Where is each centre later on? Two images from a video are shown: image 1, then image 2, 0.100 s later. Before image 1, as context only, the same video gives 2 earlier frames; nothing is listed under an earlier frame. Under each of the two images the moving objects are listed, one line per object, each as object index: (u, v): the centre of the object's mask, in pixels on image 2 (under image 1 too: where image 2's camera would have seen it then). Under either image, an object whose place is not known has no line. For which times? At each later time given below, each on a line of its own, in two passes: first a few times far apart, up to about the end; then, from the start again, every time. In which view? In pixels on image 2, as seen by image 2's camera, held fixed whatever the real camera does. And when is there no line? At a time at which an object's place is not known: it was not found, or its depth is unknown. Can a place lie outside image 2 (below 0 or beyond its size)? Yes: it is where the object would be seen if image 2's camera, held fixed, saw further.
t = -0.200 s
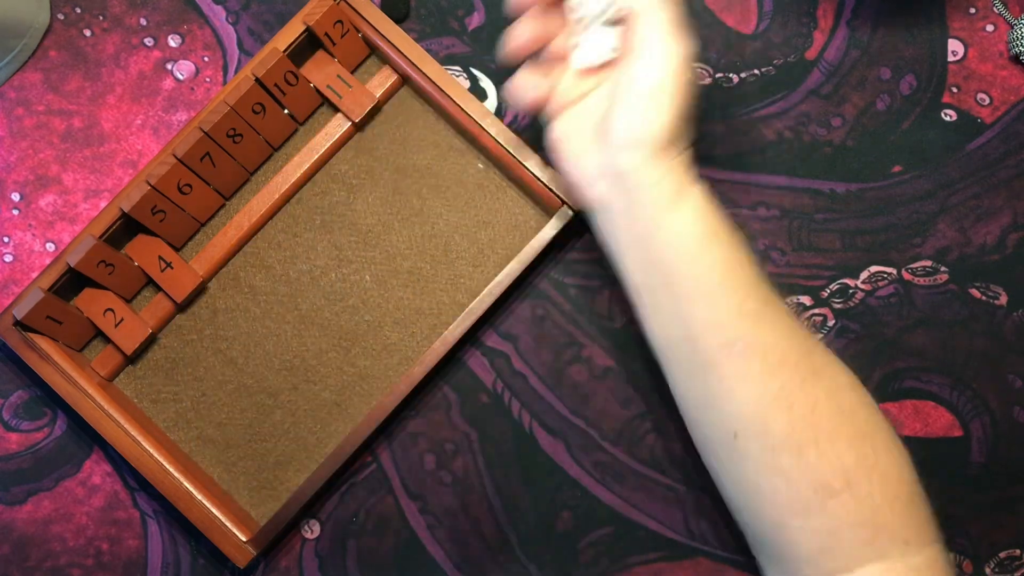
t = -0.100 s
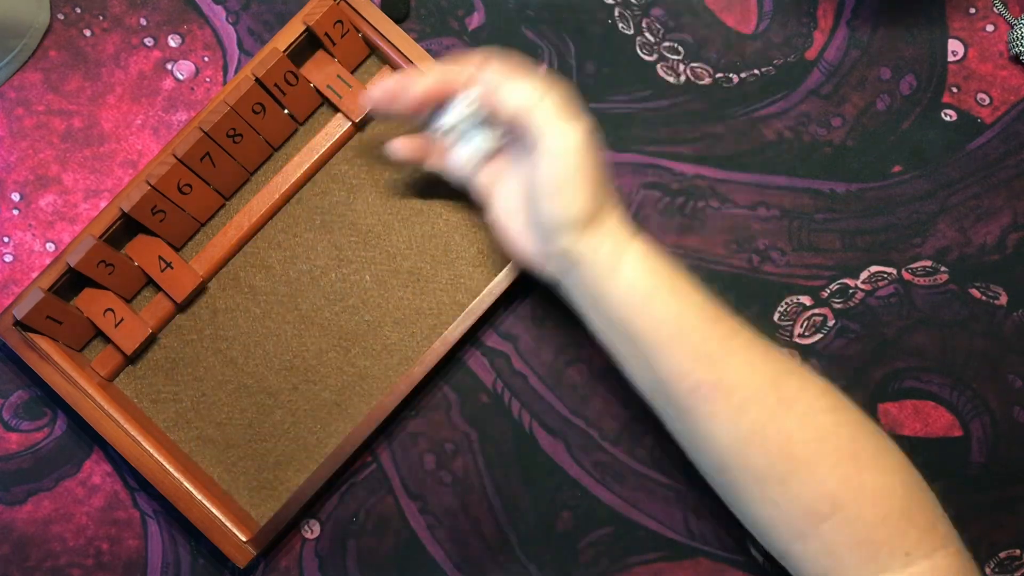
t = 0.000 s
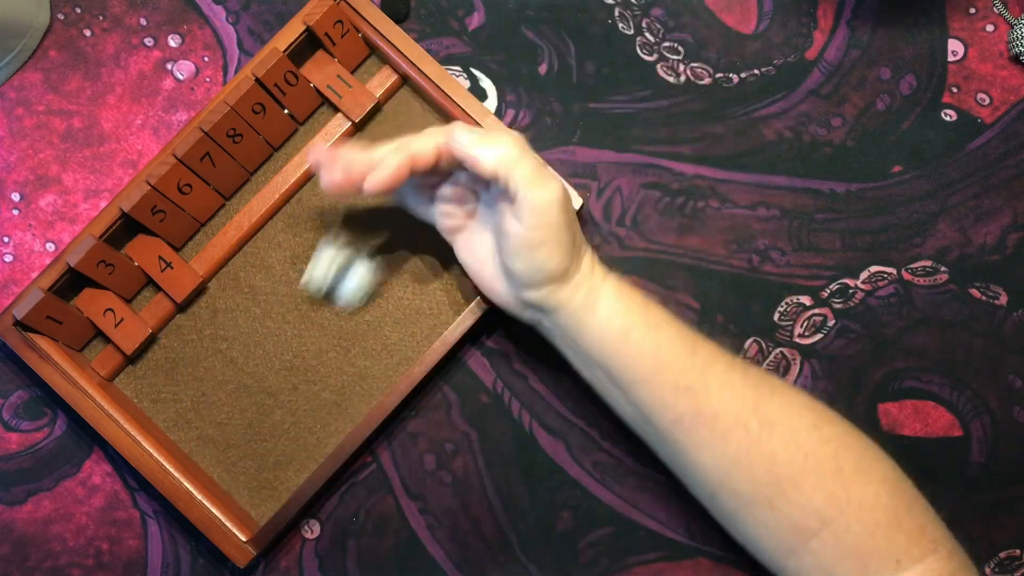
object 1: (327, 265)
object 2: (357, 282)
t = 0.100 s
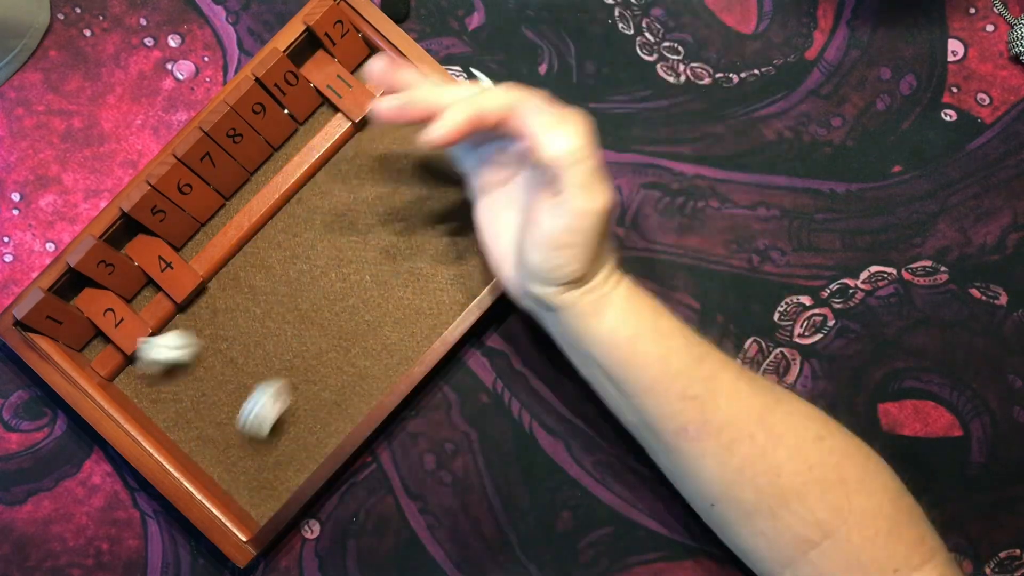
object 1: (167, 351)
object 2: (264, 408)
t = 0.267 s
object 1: (201, 363)
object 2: (281, 477)
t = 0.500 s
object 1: (262, 331)
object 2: (287, 437)
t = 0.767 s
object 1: (262, 331)
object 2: (287, 437)
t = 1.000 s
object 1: (262, 331)
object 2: (287, 437)
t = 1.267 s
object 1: (262, 331)
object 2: (287, 437)
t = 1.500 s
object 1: (262, 331)
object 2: (287, 437)
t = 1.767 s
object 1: (262, 331)
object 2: (287, 437)
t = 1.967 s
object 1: (262, 331)
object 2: (287, 437)
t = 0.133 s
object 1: (128, 379)
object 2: (239, 451)
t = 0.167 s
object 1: (142, 380)
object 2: (229, 478)
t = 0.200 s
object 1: (171, 375)
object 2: (249, 478)
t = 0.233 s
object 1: (188, 370)
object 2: (266, 478)
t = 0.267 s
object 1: (201, 363)
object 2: (281, 477)
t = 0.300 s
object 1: (217, 354)
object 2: (288, 467)
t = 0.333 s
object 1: (231, 349)
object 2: (285, 457)
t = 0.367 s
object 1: (243, 345)
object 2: (284, 447)
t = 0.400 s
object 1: (252, 338)
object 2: (286, 440)
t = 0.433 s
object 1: (258, 334)
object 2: (287, 437)
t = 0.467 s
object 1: (262, 331)
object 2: (287, 437)
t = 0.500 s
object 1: (262, 331)
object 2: (287, 437)
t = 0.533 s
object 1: (262, 331)
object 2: (287, 437)
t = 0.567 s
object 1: (262, 331)
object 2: (287, 437)
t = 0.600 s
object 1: (262, 331)
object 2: (287, 437)
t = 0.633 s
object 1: (262, 331)
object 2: (287, 437)
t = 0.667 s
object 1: (262, 331)
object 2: (287, 437)
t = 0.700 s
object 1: (262, 331)
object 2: (287, 437)
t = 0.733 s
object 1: (262, 331)
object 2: (287, 437)
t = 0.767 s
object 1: (262, 331)
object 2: (287, 437)
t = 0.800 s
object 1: (262, 331)
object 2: (287, 437)
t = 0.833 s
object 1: (262, 331)
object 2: (287, 437)
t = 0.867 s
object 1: (262, 331)
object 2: (287, 437)
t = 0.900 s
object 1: (262, 331)
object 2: (287, 437)
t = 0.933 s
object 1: (262, 331)
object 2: (287, 437)
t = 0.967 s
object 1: (262, 331)
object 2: (287, 437)
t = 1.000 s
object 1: (262, 331)
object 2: (287, 437)
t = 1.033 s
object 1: (262, 331)
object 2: (287, 437)
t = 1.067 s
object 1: (262, 331)
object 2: (287, 437)
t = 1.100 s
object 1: (262, 331)
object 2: (287, 437)
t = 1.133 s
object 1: (262, 331)
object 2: (287, 437)
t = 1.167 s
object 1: (262, 331)
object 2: (287, 437)
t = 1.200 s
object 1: (262, 331)
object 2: (287, 437)
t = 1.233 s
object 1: (262, 331)
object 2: (287, 437)
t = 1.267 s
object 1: (262, 331)
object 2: (287, 437)
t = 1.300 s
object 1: (262, 331)
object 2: (287, 437)
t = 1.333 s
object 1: (262, 331)
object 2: (287, 438)
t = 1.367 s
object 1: (262, 331)
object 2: (287, 438)
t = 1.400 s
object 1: (262, 331)
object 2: (287, 438)
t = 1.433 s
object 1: (262, 331)
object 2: (287, 437)
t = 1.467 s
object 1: (262, 331)
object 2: (287, 437)
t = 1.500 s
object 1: (262, 331)
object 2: (287, 437)
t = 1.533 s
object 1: (262, 331)
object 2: (287, 437)
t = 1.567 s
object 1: (262, 331)
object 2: (287, 437)
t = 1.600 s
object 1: (262, 331)
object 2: (287, 437)
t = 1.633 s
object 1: (262, 331)
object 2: (287, 437)
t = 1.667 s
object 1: (261, 331)
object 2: (287, 437)
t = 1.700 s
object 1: (262, 331)
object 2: (287, 437)
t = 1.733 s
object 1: (262, 331)
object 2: (287, 437)
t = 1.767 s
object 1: (262, 331)
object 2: (287, 437)
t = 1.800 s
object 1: (262, 331)
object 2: (287, 437)
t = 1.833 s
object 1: (262, 331)
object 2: (287, 437)
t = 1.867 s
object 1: (262, 331)
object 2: (287, 437)
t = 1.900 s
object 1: (262, 331)
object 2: (287, 437)
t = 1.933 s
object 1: (262, 331)
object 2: (287, 437)
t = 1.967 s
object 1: (262, 331)
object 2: (287, 437)
